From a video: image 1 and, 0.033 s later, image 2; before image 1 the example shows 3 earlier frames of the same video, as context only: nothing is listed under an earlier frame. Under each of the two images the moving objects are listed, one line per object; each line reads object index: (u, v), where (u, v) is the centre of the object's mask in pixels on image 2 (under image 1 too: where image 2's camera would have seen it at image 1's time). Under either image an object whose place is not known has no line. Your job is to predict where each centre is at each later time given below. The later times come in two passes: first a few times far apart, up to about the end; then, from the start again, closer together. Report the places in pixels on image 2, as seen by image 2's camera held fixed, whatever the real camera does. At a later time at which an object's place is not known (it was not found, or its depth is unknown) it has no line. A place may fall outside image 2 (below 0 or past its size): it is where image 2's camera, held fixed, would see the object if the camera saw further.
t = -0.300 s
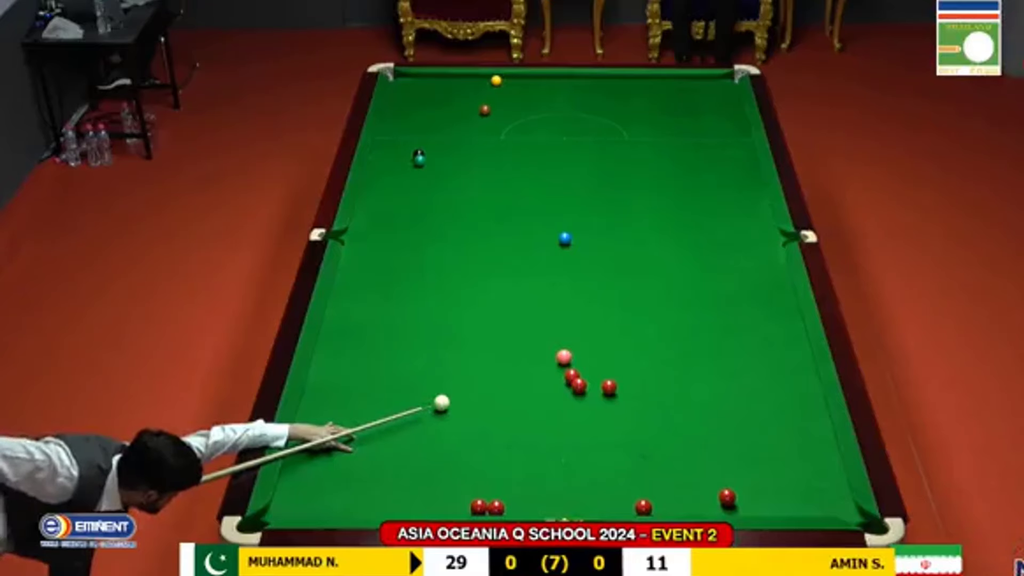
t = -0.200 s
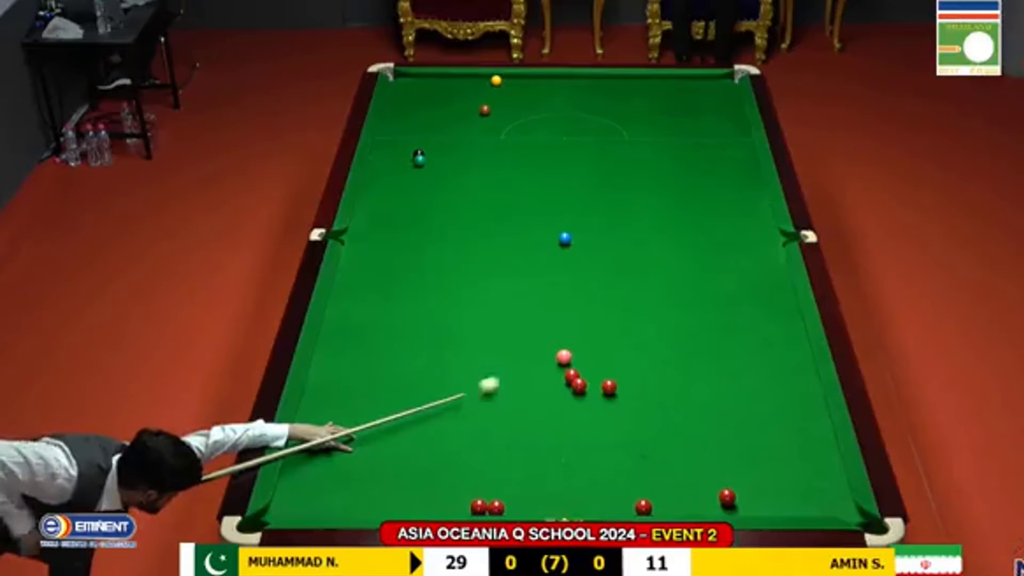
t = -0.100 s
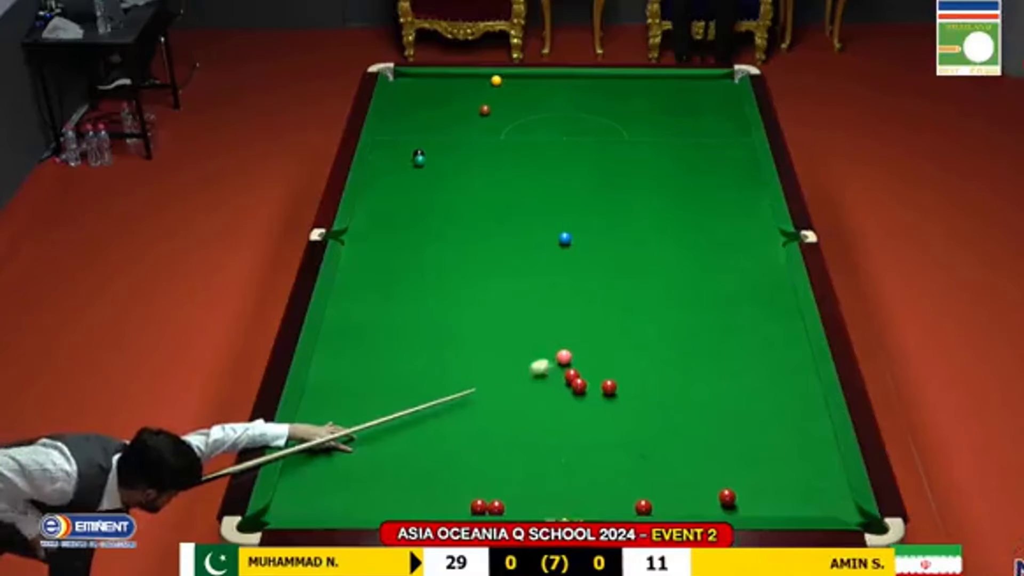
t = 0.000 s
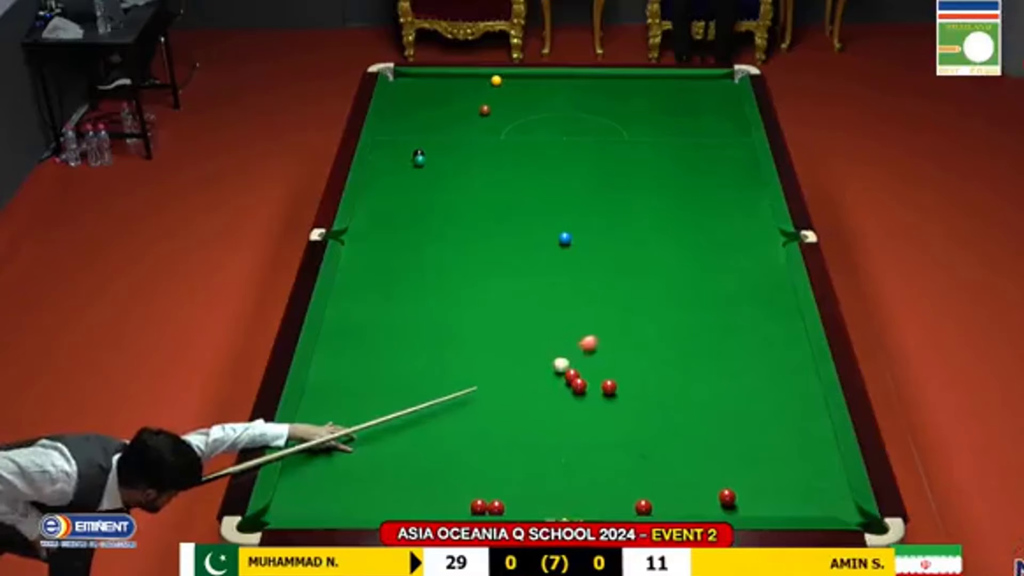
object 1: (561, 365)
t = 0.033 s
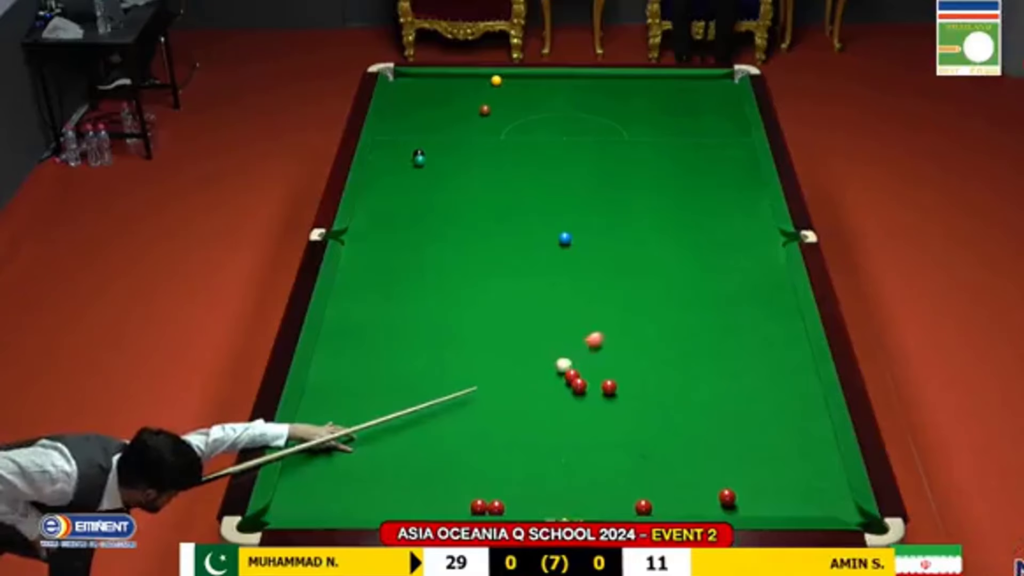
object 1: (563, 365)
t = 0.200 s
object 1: (593, 365)
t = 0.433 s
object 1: (631, 364)
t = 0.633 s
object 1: (665, 362)
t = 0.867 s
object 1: (704, 360)
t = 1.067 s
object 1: (735, 358)
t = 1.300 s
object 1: (771, 356)
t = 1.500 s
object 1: (799, 355)
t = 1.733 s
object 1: (790, 355)
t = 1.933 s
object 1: (773, 355)
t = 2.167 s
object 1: (755, 356)
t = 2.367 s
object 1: (741, 356)
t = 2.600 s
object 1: (724, 356)
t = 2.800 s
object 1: (712, 357)
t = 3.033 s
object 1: (700, 357)
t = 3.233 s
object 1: (689, 357)
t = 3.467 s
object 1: (672, 355)
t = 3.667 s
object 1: (670, 358)
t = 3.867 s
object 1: (662, 358)
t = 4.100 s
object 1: (655, 358)
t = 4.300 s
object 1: (649, 357)
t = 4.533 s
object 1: (645, 357)
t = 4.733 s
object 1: (642, 357)
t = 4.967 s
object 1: (639, 357)
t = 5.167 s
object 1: (638, 357)
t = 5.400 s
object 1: (638, 357)
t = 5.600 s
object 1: (638, 357)
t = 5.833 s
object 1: (638, 357)
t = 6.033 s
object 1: (638, 357)
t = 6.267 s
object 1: (638, 357)
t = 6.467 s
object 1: (638, 357)
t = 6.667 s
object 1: (638, 357)
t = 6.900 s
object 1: (638, 357)
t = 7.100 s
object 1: (638, 357)
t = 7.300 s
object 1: (638, 357)
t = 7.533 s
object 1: (638, 357)
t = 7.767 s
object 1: (638, 357)
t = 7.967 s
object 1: (638, 357)
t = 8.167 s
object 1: (638, 357)
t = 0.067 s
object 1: (569, 364)
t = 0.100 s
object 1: (576, 364)
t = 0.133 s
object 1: (579, 365)
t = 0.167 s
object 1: (586, 366)
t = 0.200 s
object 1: (593, 365)
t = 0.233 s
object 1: (597, 365)
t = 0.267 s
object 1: (603, 365)
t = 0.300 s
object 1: (610, 364)
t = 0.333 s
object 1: (614, 364)
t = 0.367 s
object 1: (621, 364)
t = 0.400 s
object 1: (628, 364)
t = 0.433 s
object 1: (631, 364)
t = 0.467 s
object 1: (638, 363)
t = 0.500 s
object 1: (645, 363)
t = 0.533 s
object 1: (648, 362)
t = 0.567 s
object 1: (655, 362)
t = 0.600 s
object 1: (662, 362)
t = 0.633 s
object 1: (665, 362)
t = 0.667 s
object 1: (672, 361)
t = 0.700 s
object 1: (678, 361)
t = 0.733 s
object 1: (682, 361)
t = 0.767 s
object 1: (688, 360)
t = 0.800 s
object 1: (694, 360)
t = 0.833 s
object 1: (697, 360)
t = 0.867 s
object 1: (704, 360)
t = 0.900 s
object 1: (710, 359)
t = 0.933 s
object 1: (713, 359)
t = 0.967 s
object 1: (720, 359)
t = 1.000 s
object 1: (726, 358)
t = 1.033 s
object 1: (729, 358)
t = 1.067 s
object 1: (735, 358)
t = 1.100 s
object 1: (741, 358)
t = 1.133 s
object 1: (744, 357)
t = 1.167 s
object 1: (750, 357)
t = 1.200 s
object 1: (756, 357)
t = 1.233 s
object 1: (759, 357)
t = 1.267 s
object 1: (765, 356)
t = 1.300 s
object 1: (771, 356)
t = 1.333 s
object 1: (774, 356)
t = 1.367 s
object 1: (779, 356)
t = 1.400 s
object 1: (785, 356)
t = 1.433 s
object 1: (788, 355)
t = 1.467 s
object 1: (794, 355)
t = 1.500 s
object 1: (799, 355)
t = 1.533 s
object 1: (802, 355)
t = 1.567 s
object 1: (804, 355)
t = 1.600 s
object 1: (800, 355)
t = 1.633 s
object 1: (798, 355)
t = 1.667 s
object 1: (795, 355)
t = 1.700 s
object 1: (791, 355)
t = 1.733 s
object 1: (790, 355)
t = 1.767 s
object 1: (787, 355)
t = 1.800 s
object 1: (783, 355)
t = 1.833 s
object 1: (781, 355)
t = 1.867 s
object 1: (778, 356)
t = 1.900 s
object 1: (775, 355)
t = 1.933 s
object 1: (773, 355)
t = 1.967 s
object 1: (770, 355)
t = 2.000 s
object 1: (767, 355)
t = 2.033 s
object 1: (766, 355)
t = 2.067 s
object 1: (762, 356)
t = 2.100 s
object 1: (760, 356)
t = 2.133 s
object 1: (758, 356)
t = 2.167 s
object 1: (755, 356)
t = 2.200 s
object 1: (752, 356)
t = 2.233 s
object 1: (750, 356)
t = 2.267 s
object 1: (748, 356)
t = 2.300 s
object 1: (745, 356)
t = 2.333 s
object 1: (743, 356)
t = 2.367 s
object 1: (741, 356)
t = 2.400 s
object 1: (738, 356)
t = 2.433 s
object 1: (736, 356)
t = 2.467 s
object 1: (734, 356)
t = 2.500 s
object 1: (731, 356)
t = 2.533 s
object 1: (729, 356)
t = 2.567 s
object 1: (727, 356)
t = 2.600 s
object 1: (724, 356)
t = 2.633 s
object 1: (723, 356)
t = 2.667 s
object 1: (721, 356)
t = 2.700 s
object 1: (718, 356)
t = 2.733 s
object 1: (717, 357)
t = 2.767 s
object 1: (715, 356)
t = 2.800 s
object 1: (712, 357)
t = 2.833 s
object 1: (711, 357)
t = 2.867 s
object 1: (708, 356)
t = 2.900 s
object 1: (706, 357)
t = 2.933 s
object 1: (705, 357)
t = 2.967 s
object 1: (703, 357)
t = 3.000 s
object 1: (701, 357)
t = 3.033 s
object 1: (700, 357)
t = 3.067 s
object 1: (697, 357)
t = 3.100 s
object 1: (695, 357)
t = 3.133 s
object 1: (694, 357)
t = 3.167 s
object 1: (692, 357)
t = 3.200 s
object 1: (690, 357)
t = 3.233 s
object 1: (689, 357)
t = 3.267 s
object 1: (687, 357)
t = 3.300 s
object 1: (685, 357)
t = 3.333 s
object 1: (684, 357)
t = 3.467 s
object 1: (672, 355)
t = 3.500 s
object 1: (676, 357)
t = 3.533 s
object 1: (675, 358)
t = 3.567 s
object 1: (674, 357)
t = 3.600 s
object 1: (672, 357)
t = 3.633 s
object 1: (671, 358)
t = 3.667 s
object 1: (670, 358)
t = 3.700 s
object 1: (668, 358)
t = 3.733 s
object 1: (667, 358)
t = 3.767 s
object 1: (666, 358)
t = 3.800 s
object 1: (665, 358)
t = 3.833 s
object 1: (664, 358)
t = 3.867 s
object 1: (662, 358)
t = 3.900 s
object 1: (661, 358)
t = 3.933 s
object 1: (660, 358)
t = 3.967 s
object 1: (659, 358)
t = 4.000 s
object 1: (658, 358)
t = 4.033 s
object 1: (657, 358)
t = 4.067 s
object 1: (656, 358)
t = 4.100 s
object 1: (655, 358)
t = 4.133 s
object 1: (654, 358)
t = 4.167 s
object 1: (653, 358)
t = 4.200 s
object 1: (652, 357)
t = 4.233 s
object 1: (652, 357)
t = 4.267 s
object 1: (650, 357)
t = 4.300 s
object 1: (649, 357)
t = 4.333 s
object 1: (649, 357)
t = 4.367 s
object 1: (648, 357)
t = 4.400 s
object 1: (647, 357)
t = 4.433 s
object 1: (647, 357)
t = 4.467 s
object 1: (646, 357)
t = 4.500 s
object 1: (645, 357)
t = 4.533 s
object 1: (645, 357)
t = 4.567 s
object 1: (644, 357)
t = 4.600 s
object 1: (643, 357)
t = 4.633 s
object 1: (643, 357)
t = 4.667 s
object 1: (643, 357)
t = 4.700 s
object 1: (642, 357)
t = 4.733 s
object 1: (642, 357)
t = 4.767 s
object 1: (641, 357)
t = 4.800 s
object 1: (641, 357)
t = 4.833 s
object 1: (640, 357)
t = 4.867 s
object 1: (640, 357)
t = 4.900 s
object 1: (640, 357)
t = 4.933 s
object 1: (639, 357)
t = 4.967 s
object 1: (639, 357)
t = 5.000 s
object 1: (639, 357)
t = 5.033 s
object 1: (639, 357)
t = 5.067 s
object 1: (638, 357)
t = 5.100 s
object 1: (638, 357)
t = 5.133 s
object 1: (638, 357)
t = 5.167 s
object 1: (638, 357)
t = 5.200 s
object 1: (638, 357)
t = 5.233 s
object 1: (638, 357)
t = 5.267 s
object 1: (638, 357)
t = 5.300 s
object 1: (638, 357)
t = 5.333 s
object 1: (638, 357)
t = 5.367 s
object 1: (638, 357)
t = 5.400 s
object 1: (638, 357)
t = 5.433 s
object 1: (638, 357)
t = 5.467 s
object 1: (638, 357)
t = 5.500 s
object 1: (638, 357)
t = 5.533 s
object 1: (638, 357)
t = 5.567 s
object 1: (638, 357)
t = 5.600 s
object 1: (638, 357)
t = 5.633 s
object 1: (638, 357)
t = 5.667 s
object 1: (638, 357)
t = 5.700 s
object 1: (638, 357)
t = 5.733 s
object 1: (638, 357)
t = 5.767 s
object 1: (638, 357)
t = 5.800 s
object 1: (638, 357)
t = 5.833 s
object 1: (638, 357)
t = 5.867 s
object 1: (638, 357)
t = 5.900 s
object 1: (638, 357)
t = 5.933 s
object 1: (638, 357)
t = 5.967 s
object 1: (638, 357)
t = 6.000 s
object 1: (638, 357)
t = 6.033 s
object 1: (638, 357)
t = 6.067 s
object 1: (638, 357)
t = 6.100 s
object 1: (638, 357)
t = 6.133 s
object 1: (638, 357)
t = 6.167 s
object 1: (638, 357)
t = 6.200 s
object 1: (638, 357)
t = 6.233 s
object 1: (638, 357)
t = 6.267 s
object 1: (638, 357)
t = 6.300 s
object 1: (638, 357)
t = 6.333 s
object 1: (638, 357)
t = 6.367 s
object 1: (638, 357)
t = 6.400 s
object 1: (638, 357)
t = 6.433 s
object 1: (638, 357)
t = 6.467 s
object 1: (638, 357)
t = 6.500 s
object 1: (638, 357)
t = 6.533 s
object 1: (638, 357)
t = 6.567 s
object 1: (638, 357)
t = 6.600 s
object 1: (638, 357)
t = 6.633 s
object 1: (638, 357)
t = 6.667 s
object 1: (638, 357)
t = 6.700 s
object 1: (638, 357)
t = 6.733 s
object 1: (638, 357)
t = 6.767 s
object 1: (638, 357)
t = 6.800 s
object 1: (638, 357)
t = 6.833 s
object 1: (638, 357)
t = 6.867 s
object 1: (638, 357)
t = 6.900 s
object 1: (638, 357)
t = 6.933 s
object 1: (638, 357)
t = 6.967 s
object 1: (638, 357)
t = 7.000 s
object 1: (638, 357)
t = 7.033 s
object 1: (638, 357)
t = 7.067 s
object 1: (638, 357)
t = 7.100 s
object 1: (638, 357)
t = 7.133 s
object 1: (638, 357)
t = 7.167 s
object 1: (638, 357)
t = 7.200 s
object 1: (638, 357)
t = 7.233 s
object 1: (638, 357)
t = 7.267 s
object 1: (638, 357)
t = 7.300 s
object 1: (638, 357)
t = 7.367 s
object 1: (638, 357)
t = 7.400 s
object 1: (638, 357)
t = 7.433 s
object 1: (638, 357)
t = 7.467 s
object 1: (638, 357)
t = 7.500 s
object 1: (638, 357)
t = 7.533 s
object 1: (638, 357)
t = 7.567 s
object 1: (638, 357)
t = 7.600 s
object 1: (638, 357)
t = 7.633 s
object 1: (638, 357)
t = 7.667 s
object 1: (638, 357)
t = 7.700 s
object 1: (638, 357)
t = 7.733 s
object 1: (638, 357)
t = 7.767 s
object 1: (638, 357)
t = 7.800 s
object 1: (638, 357)
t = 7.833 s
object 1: (638, 357)
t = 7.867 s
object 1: (638, 357)
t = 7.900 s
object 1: (638, 357)
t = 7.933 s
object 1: (638, 357)
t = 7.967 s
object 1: (638, 357)
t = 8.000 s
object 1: (638, 357)
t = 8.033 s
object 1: (638, 357)
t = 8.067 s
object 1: (638, 357)
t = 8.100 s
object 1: (638, 357)
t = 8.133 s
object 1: (638, 357)
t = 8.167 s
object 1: (638, 357)
